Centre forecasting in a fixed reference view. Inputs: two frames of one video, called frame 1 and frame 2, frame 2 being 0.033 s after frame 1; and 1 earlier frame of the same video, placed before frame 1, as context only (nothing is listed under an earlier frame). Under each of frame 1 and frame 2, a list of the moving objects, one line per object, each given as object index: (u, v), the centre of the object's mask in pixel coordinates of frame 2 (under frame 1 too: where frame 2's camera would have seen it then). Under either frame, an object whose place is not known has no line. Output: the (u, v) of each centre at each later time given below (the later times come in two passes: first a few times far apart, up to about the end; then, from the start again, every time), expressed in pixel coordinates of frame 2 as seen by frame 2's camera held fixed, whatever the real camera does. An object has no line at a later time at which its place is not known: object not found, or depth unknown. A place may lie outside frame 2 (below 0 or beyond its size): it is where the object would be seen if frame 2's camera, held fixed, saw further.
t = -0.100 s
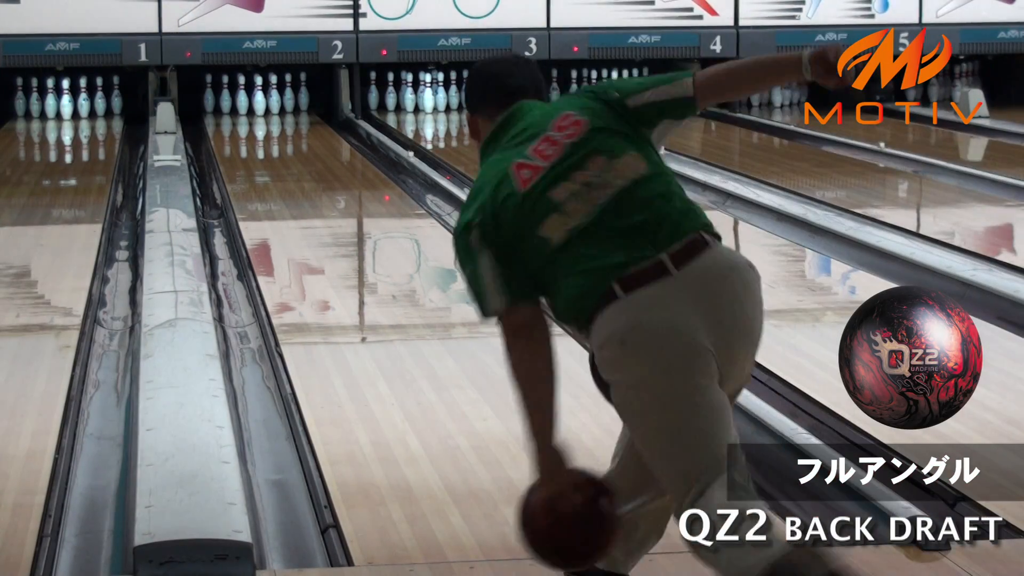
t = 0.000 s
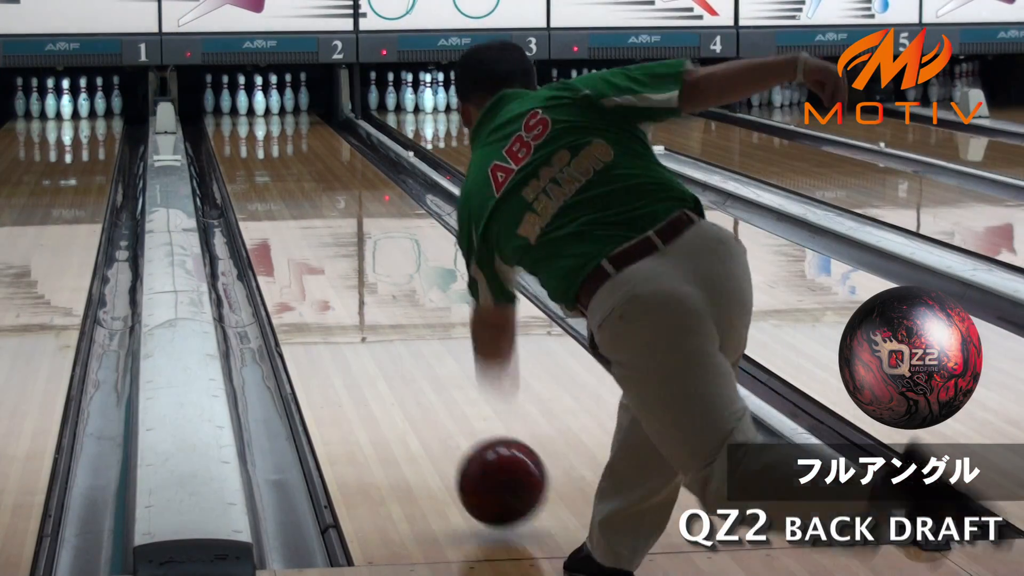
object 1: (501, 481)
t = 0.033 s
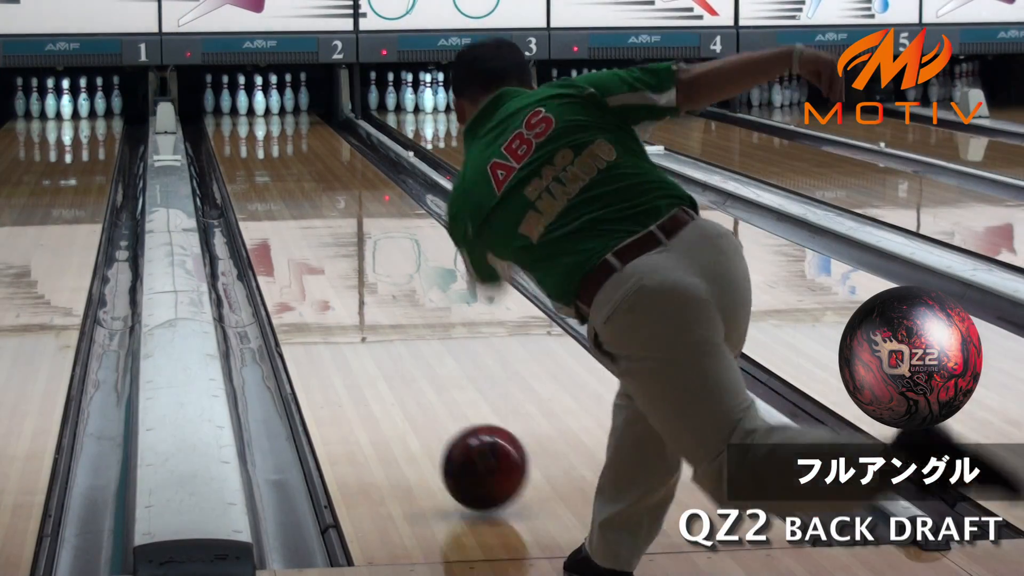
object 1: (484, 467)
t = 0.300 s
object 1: (387, 350)
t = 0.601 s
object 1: (324, 271)
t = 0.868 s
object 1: (289, 225)
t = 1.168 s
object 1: (263, 187)
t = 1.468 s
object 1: (246, 160)
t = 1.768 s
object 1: (235, 139)
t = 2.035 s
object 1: (235, 124)
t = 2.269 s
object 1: (242, 114)
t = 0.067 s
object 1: (468, 451)
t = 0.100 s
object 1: (454, 434)
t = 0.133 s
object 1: (441, 417)
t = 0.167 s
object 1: (428, 402)
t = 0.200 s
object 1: (417, 388)
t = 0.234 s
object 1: (406, 375)
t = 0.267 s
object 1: (396, 362)
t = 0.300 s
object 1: (387, 350)
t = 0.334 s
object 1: (378, 339)
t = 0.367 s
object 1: (369, 329)
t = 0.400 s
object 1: (362, 319)
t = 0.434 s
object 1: (354, 310)
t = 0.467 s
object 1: (348, 301)
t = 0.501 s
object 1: (341, 293)
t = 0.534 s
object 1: (335, 285)
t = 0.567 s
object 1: (329, 278)
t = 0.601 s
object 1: (324, 271)
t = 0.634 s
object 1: (319, 264)
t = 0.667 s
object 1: (314, 258)
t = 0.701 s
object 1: (309, 252)
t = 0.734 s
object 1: (305, 246)
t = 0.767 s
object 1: (301, 240)
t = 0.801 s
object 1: (297, 235)
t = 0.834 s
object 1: (293, 230)
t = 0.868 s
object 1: (289, 225)
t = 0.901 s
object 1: (286, 220)
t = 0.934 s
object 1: (283, 215)
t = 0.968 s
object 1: (279, 211)
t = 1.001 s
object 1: (277, 207)
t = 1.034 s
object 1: (274, 202)
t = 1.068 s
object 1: (271, 199)
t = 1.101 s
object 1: (268, 194)
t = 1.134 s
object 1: (266, 190)
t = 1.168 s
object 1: (263, 187)
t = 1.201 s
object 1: (261, 183)
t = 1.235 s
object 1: (259, 180)
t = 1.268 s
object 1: (257, 177)
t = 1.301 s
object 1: (255, 174)
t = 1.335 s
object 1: (253, 171)
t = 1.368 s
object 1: (251, 168)
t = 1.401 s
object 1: (249, 165)
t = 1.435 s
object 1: (248, 162)
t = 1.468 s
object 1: (246, 160)
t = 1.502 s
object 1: (244, 157)
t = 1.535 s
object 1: (242, 154)
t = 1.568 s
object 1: (241, 152)
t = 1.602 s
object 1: (240, 149)
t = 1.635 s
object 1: (238, 147)
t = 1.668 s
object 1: (238, 145)
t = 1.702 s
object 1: (236, 143)
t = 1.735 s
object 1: (235, 141)
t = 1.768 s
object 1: (235, 139)
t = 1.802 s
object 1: (234, 137)
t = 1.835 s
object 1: (234, 135)
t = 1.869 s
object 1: (234, 133)
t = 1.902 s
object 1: (233, 131)
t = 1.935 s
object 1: (234, 129)
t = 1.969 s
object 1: (234, 128)
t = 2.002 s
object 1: (234, 126)
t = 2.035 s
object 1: (235, 124)
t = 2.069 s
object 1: (235, 123)
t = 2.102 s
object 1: (236, 121)
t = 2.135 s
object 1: (237, 120)
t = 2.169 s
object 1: (238, 118)
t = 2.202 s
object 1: (240, 116)
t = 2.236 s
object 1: (241, 115)
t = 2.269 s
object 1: (242, 114)
